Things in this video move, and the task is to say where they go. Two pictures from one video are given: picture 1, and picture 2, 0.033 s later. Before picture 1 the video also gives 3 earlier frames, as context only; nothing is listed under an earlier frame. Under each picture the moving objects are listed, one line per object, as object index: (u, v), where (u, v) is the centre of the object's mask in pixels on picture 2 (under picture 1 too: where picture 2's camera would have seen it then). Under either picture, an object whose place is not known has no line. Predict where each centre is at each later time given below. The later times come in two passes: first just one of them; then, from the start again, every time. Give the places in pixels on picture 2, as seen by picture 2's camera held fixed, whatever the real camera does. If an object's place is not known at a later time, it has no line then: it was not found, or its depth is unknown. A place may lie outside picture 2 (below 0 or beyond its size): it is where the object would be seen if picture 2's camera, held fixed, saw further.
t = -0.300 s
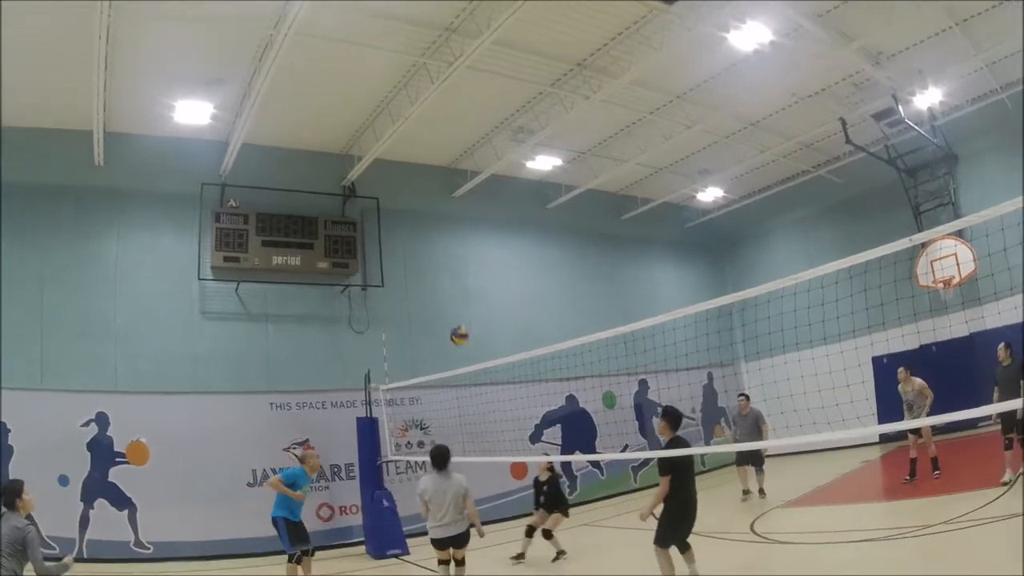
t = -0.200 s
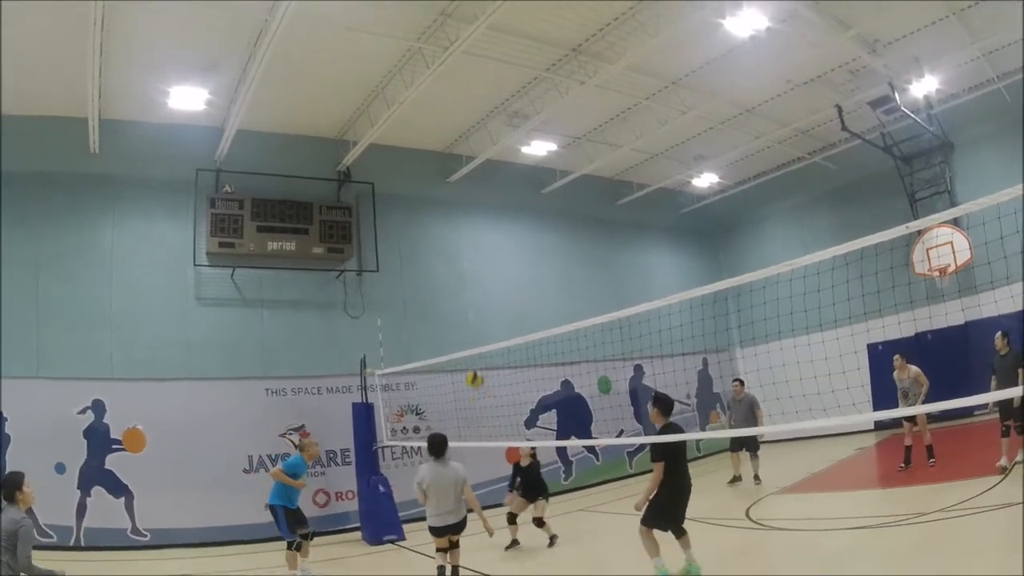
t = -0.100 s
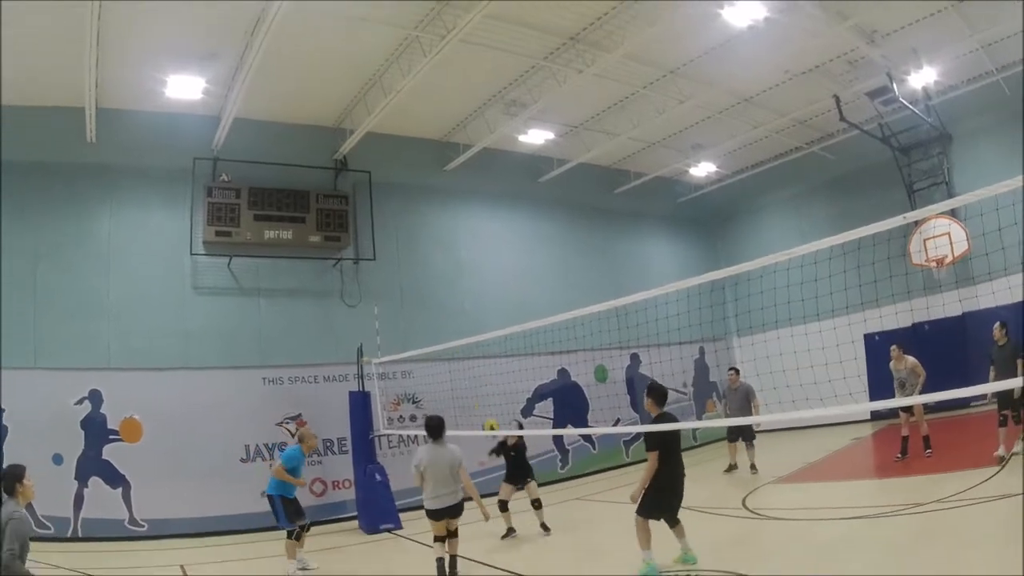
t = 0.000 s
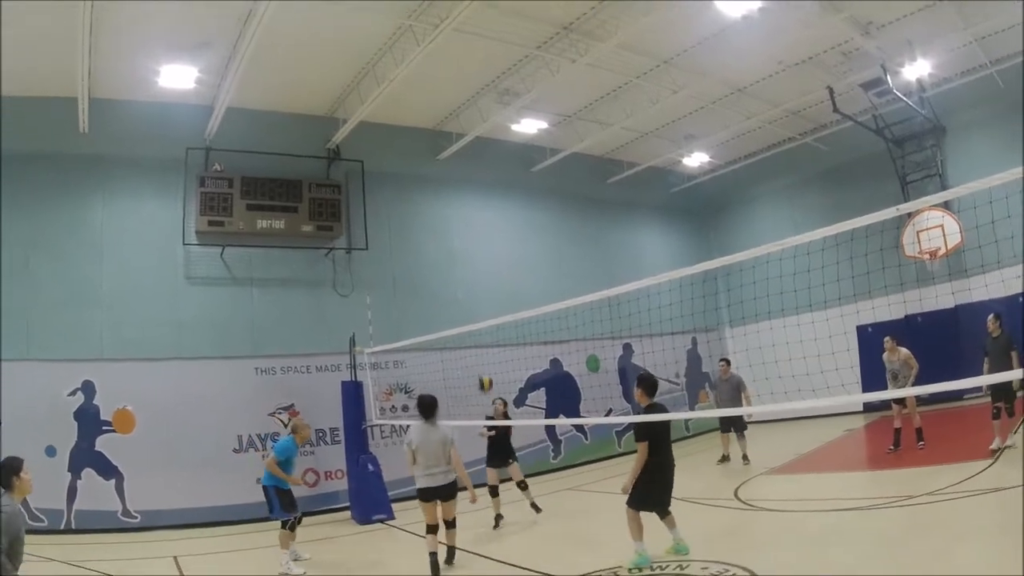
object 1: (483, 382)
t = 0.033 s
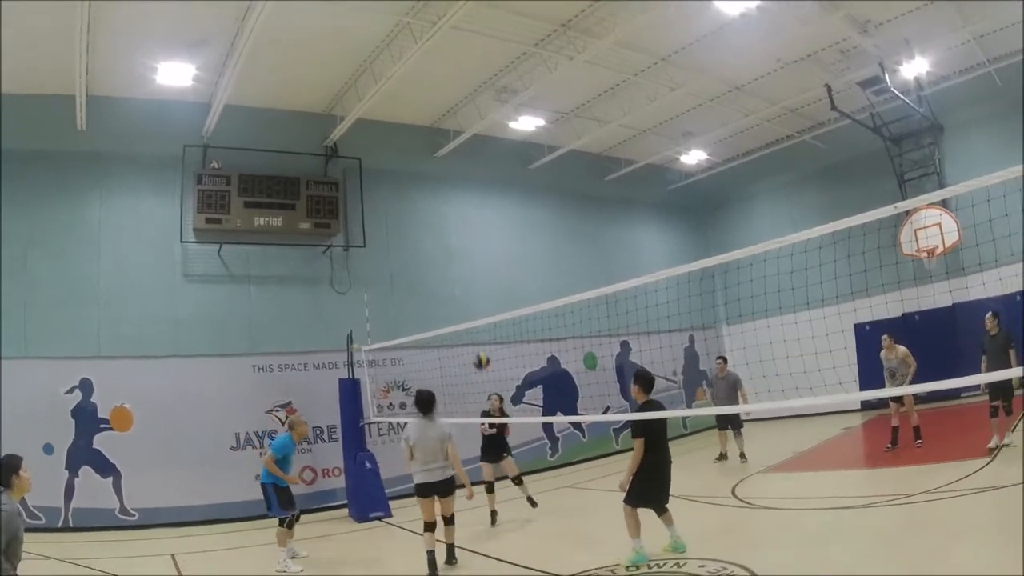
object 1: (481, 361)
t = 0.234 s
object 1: (475, 265)
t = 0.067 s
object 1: (481, 343)
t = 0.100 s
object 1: (480, 328)
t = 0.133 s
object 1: (478, 309)
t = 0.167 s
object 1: (477, 293)
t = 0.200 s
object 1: (475, 278)
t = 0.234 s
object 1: (475, 265)
